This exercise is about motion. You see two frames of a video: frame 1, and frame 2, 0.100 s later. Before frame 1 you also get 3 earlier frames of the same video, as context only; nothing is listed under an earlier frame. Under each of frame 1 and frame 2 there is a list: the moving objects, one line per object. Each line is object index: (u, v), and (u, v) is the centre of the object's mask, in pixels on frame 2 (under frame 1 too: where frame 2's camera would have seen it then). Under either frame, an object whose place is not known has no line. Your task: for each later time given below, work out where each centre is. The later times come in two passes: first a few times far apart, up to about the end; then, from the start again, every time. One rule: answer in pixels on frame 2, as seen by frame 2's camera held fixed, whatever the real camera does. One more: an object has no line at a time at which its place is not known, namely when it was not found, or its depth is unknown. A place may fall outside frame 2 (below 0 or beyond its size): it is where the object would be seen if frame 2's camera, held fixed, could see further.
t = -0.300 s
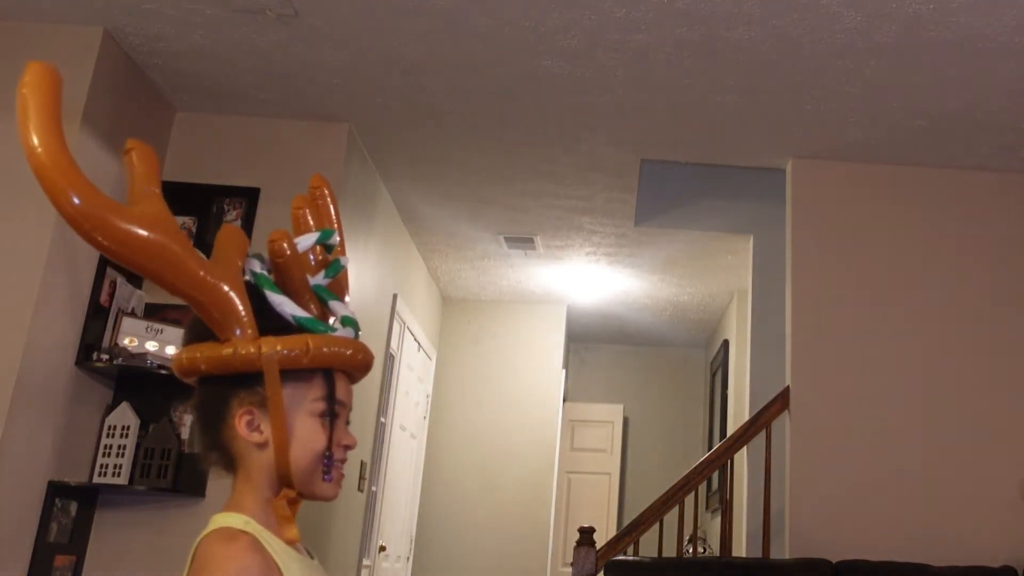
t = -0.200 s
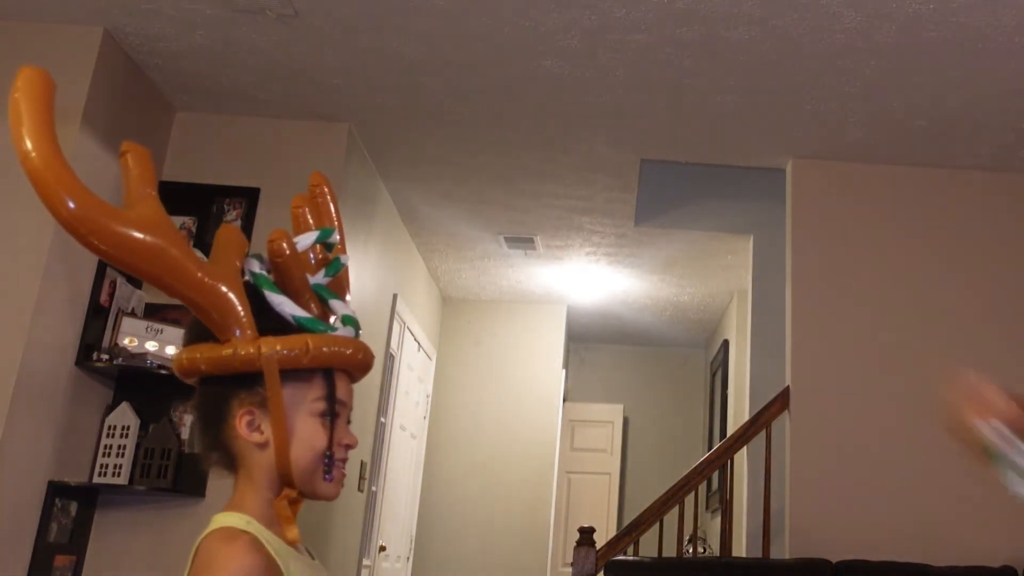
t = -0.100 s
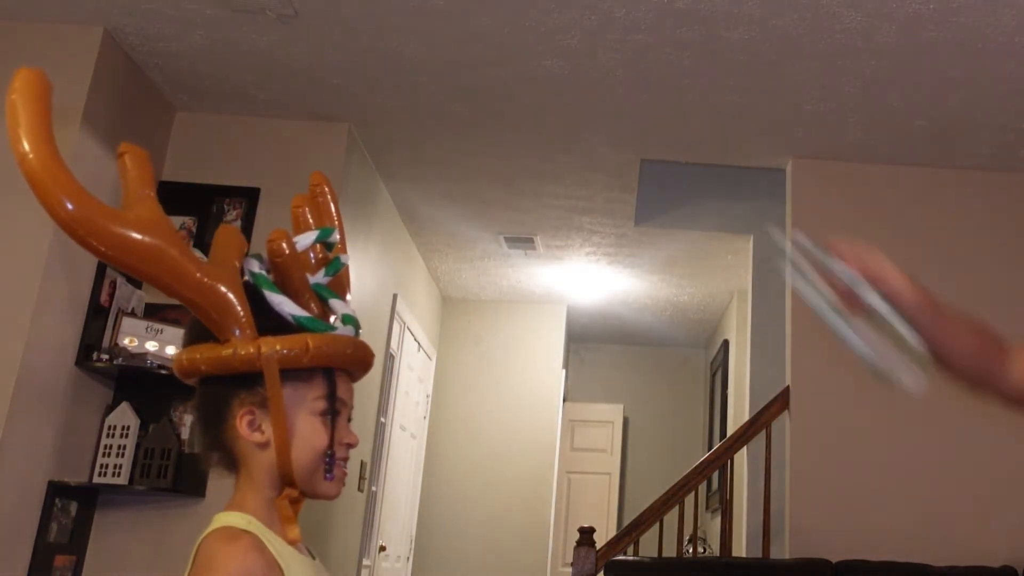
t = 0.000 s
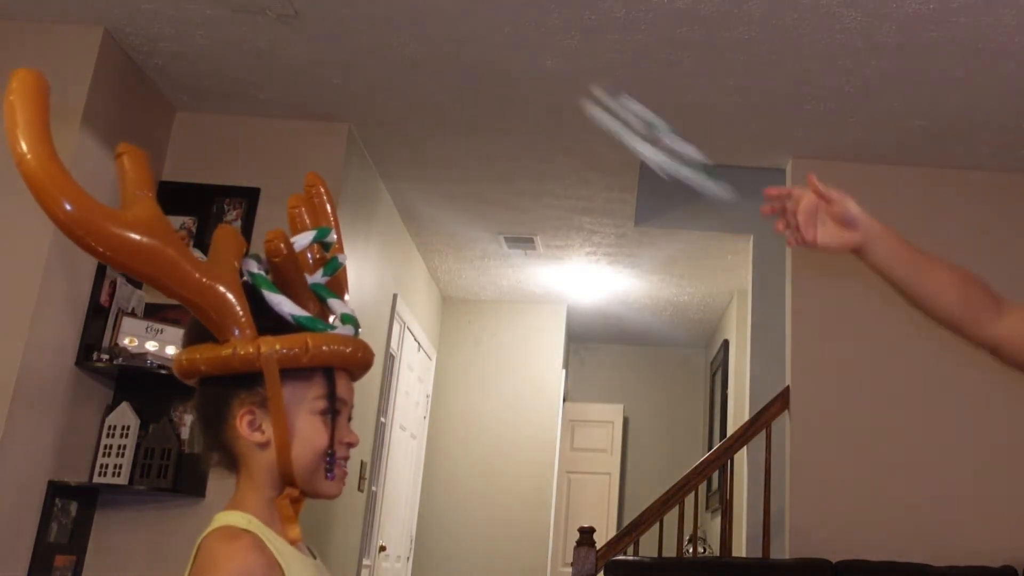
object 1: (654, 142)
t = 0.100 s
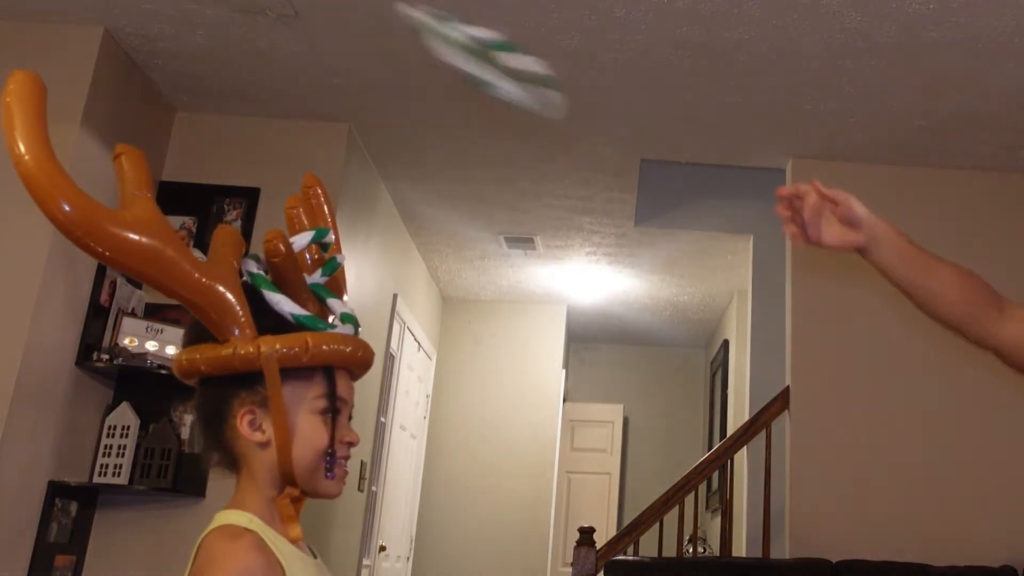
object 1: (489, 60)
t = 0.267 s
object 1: (210, 40)
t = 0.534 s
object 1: (71, 182)
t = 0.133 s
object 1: (434, 44)
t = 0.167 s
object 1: (377, 33)
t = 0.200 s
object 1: (321, 31)
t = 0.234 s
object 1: (265, 34)
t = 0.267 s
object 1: (210, 40)
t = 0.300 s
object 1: (157, 52)
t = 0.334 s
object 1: (106, 68)
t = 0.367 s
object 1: (80, 93)
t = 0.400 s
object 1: (62, 122)
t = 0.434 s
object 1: (54, 147)
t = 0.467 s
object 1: (52, 169)
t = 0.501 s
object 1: (70, 169)
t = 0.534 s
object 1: (71, 182)
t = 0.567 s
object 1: (70, 181)
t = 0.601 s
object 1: (72, 183)
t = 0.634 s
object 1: (57, 231)
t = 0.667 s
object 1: (65, 250)
